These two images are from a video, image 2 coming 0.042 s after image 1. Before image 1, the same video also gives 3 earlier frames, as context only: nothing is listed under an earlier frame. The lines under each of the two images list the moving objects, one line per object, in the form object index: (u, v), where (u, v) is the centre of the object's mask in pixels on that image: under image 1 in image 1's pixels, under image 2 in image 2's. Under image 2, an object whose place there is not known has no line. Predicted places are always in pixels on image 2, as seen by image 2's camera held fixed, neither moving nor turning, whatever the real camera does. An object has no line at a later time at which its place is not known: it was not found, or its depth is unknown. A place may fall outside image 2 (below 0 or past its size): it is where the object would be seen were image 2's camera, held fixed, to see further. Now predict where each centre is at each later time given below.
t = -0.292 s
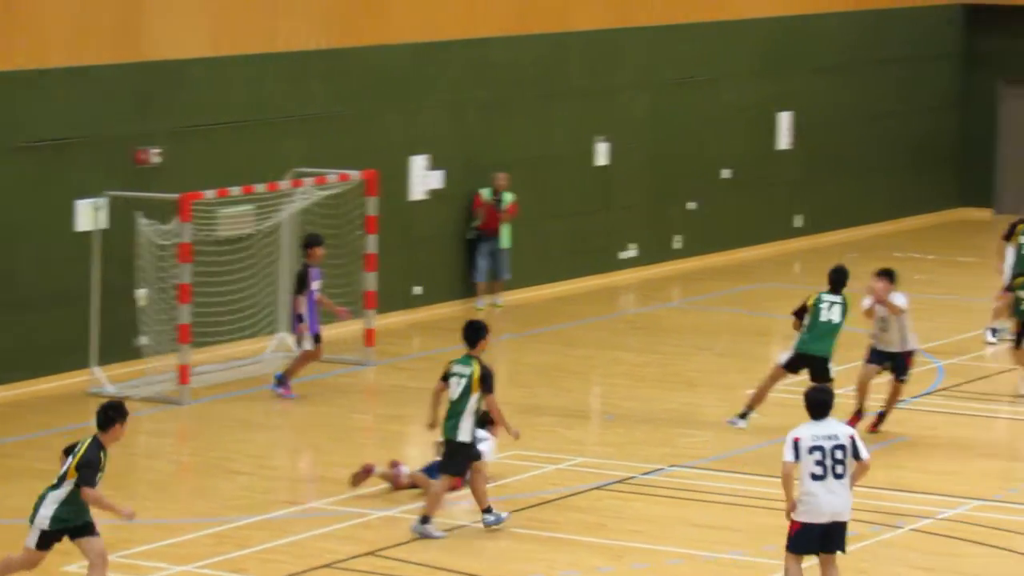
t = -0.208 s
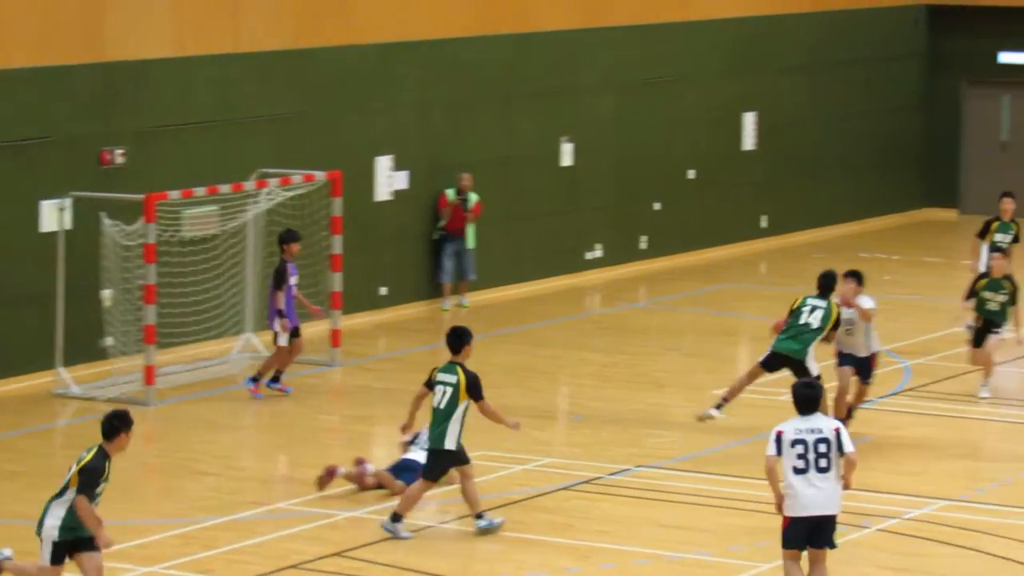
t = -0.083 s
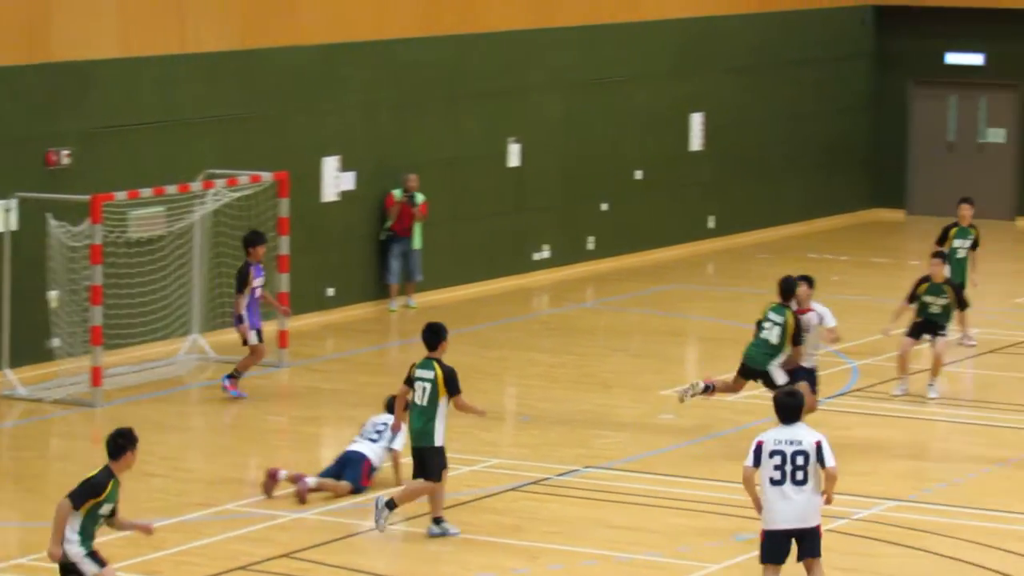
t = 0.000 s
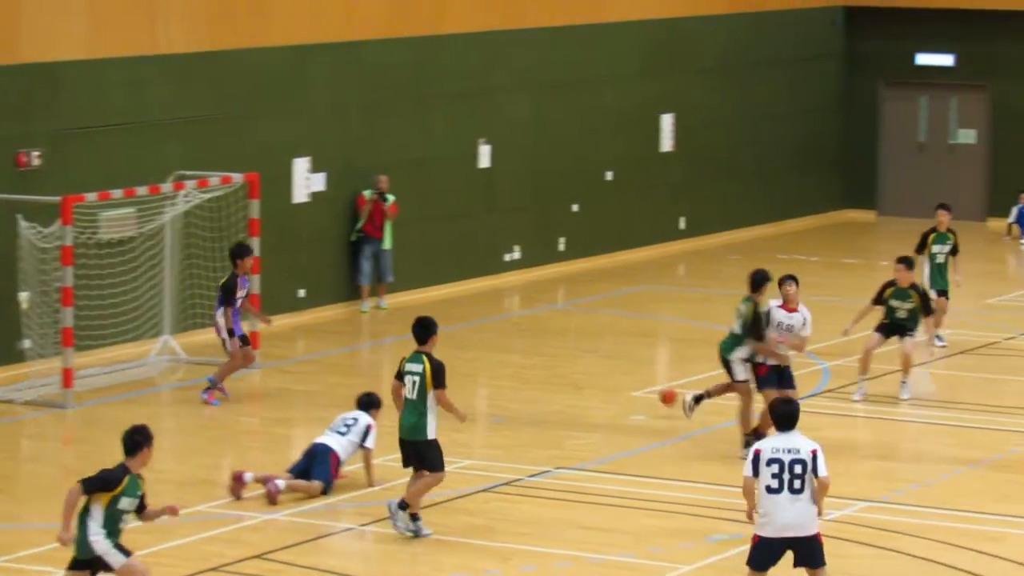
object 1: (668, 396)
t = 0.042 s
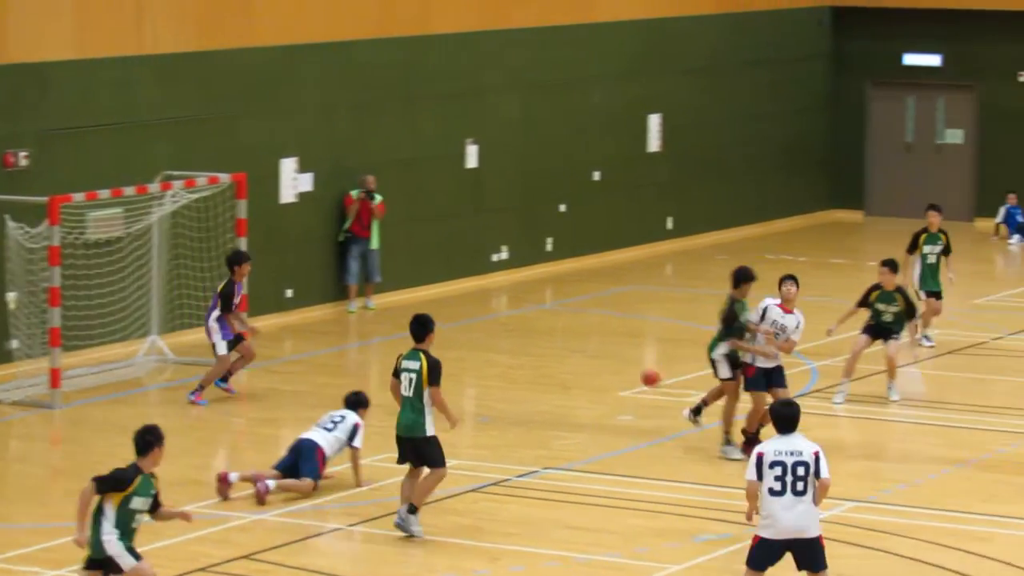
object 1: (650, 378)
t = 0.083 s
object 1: (645, 362)
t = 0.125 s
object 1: (642, 348)
